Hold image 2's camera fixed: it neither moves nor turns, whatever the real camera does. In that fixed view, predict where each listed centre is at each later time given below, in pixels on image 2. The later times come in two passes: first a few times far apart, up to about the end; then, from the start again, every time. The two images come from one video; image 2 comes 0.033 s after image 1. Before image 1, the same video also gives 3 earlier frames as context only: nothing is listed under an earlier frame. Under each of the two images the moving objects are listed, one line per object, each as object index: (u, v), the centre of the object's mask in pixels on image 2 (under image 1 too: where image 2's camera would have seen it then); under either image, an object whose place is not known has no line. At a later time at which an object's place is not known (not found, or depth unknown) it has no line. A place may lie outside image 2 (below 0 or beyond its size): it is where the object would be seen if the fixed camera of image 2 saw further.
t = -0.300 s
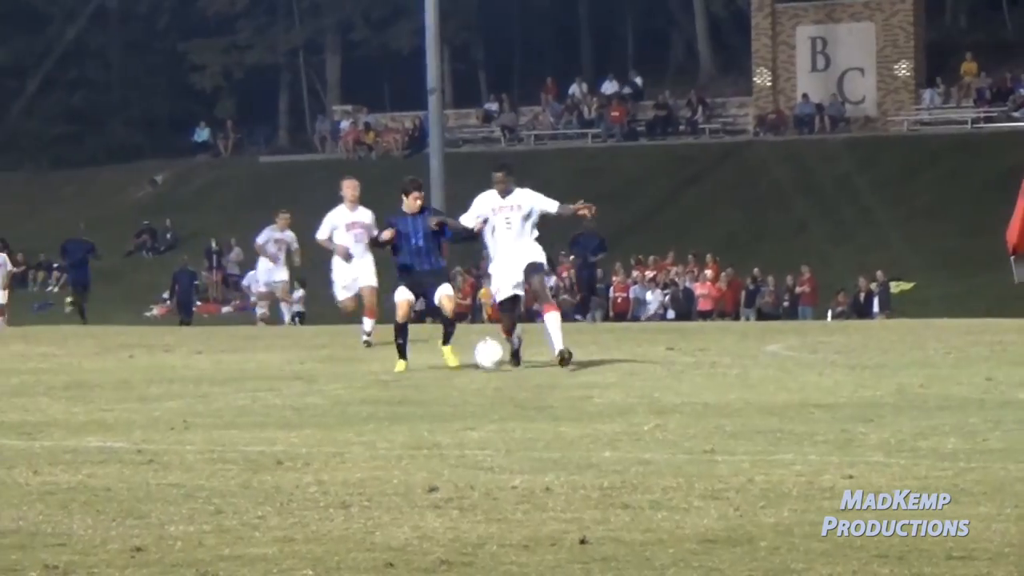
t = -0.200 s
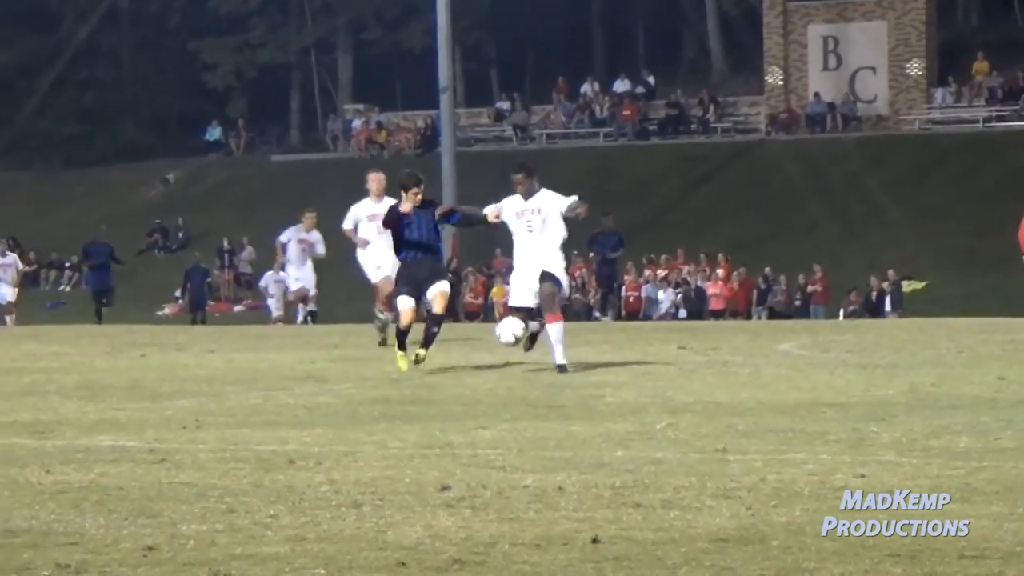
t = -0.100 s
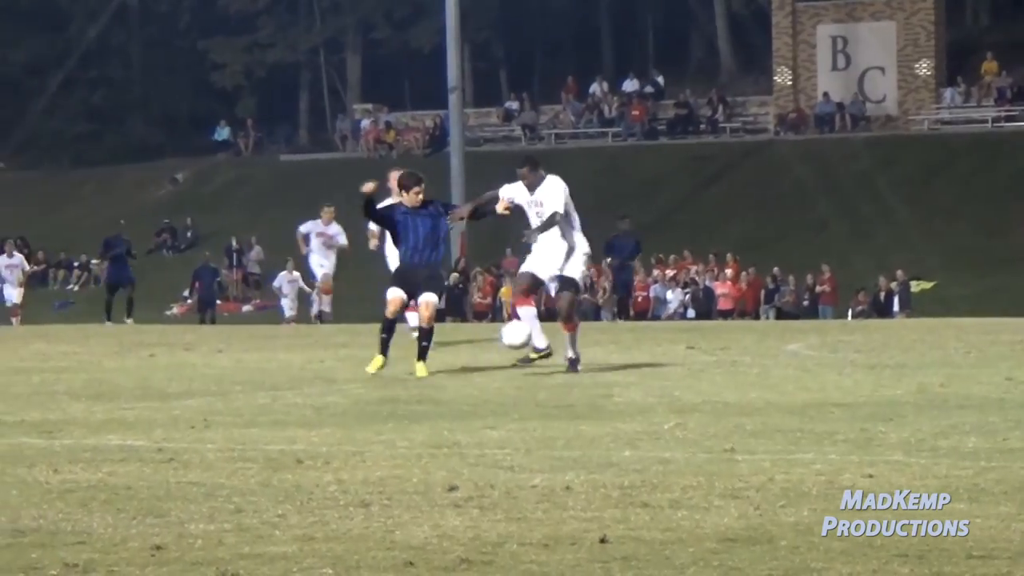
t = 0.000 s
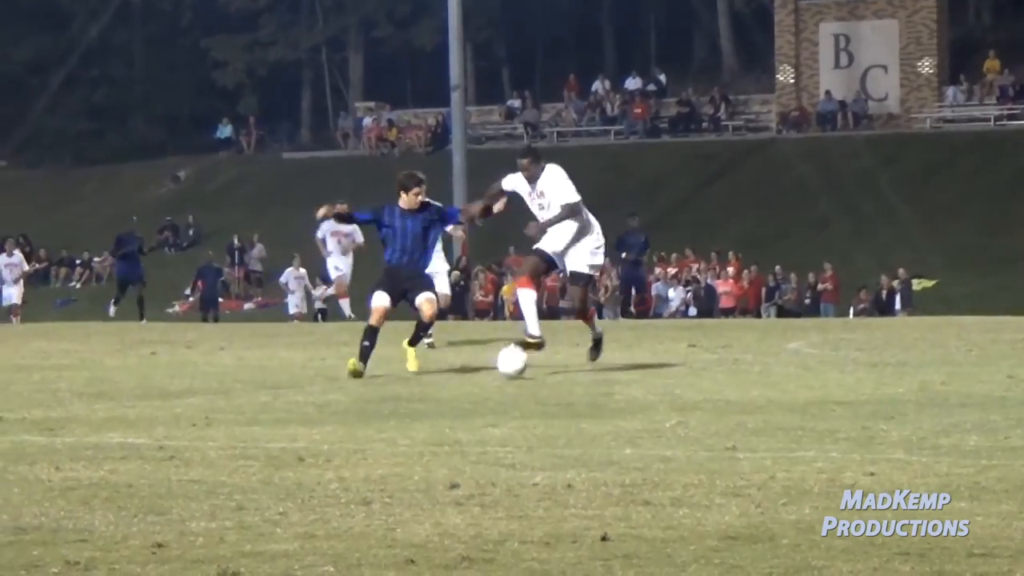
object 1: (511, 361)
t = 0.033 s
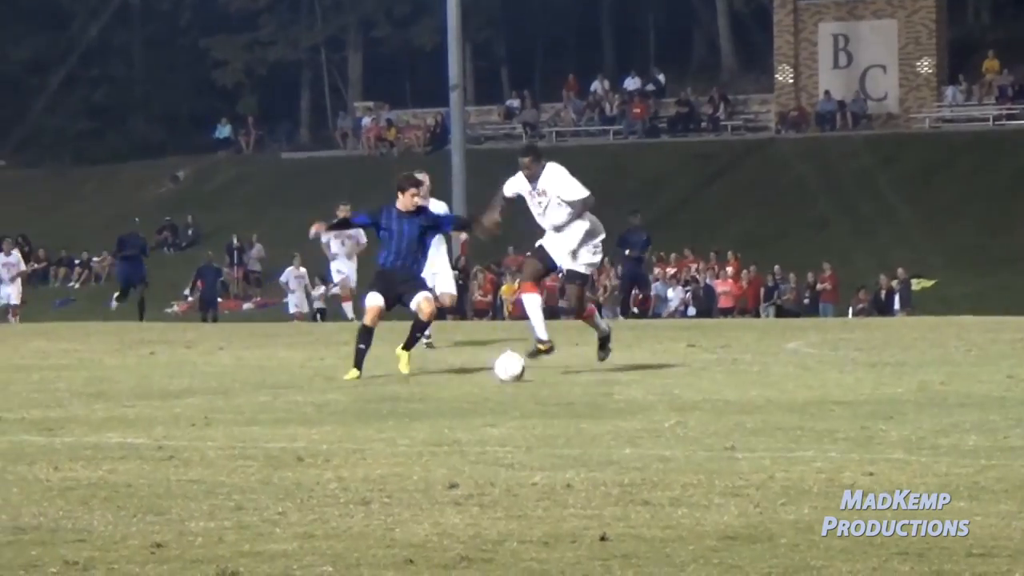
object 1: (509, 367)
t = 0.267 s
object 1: (501, 358)
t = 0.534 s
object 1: (496, 397)
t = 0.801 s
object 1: (495, 424)
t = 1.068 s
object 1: (492, 433)
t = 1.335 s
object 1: (493, 443)
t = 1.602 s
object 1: (494, 474)
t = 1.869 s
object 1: (488, 494)
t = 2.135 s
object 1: (486, 521)
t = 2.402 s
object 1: (484, 556)
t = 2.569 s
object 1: (483, 574)
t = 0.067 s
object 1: (508, 361)
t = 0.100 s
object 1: (507, 356)
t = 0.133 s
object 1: (505, 354)
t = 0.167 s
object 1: (505, 352)
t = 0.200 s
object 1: (503, 352)
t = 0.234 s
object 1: (502, 355)
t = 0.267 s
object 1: (501, 358)
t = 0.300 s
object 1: (500, 365)
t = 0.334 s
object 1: (499, 373)
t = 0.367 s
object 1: (497, 384)
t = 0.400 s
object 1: (496, 396)
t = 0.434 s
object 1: (496, 397)
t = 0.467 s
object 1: (496, 396)
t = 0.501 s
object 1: (496, 395)
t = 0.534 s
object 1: (496, 397)
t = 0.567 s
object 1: (496, 401)
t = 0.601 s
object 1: (496, 406)
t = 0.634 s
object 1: (496, 412)
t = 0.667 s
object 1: (496, 412)
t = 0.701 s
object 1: (496, 412)
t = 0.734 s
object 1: (496, 415)
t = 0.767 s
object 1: (496, 420)
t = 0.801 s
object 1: (495, 424)
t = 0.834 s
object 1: (495, 424)
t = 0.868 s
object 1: (495, 423)
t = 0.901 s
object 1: (494, 424)
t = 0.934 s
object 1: (493, 428)
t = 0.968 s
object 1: (493, 432)
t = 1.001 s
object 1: (492, 434)
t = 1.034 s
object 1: (492, 434)
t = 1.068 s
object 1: (492, 433)
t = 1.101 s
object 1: (492, 435)
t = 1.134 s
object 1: (492, 440)
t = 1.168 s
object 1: (492, 446)
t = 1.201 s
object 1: (492, 450)
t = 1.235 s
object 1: (492, 445)
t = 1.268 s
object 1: (493, 442)
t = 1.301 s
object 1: (493, 442)
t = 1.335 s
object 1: (493, 443)
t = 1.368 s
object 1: (493, 447)
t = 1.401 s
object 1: (494, 454)
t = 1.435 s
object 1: (495, 463)
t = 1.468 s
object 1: (495, 464)
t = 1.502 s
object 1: (495, 465)
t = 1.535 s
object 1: (494, 468)
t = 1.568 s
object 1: (495, 471)
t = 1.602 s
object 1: (494, 474)
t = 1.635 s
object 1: (494, 475)
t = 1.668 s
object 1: (492, 476)
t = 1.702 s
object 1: (491, 478)
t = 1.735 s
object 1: (490, 482)
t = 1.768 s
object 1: (490, 485)
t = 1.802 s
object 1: (489, 486)
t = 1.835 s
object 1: (489, 490)
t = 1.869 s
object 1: (488, 494)
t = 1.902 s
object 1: (487, 495)
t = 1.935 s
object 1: (487, 497)
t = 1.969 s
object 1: (486, 502)
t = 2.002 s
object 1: (486, 504)
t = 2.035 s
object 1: (486, 506)
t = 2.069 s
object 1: (486, 511)
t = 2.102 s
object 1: (486, 517)
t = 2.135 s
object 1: (486, 521)
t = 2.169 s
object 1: (486, 525)
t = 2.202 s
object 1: (486, 531)
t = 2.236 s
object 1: (486, 535)
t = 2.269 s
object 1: (486, 538)
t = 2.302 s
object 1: (486, 542)
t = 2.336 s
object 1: (485, 548)
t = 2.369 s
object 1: (484, 552)
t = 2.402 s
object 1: (484, 556)
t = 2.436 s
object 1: (484, 563)
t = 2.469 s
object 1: (483, 569)
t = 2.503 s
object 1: (483, 570)
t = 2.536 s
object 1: (483, 570)
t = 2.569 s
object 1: (483, 574)
